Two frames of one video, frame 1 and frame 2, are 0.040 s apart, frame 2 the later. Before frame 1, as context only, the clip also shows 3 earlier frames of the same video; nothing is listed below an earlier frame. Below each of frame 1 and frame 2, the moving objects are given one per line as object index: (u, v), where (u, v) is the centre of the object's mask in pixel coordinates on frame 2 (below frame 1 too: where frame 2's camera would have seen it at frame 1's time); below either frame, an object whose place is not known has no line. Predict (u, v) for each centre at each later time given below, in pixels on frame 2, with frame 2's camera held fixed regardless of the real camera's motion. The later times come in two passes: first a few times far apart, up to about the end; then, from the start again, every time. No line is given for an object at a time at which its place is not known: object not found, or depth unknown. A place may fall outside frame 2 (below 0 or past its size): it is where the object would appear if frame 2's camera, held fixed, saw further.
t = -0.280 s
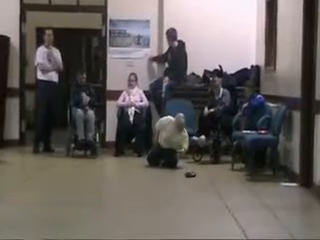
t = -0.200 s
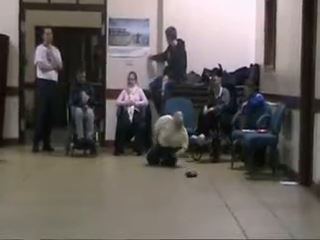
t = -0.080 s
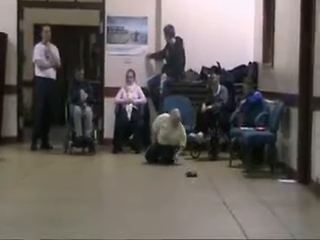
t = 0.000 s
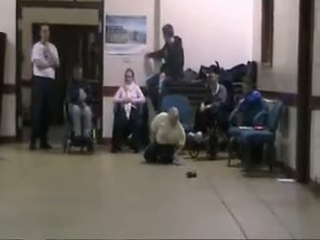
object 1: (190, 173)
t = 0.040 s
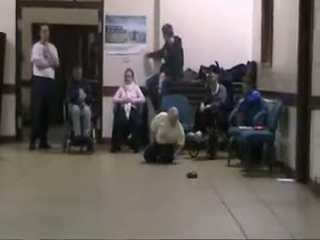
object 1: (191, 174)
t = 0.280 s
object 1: (195, 178)
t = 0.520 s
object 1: (199, 182)
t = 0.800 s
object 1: (204, 186)
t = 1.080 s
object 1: (210, 191)
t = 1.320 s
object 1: (214, 195)
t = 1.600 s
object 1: (219, 200)
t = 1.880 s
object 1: (224, 205)
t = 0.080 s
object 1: (192, 174)
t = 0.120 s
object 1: (192, 175)
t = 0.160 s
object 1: (193, 176)
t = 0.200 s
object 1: (194, 177)
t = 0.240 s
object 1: (194, 177)
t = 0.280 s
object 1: (195, 178)
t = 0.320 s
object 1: (196, 179)
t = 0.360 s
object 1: (197, 179)
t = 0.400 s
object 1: (197, 180)
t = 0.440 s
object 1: (198, 180)
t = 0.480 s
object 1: (199, 181)
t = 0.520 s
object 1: (199, 182)
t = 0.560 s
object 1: (200, 183)
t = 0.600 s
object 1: (201, 183)
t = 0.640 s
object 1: (202, 184)
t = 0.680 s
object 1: (203, 184)
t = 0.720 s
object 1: (203, 185)
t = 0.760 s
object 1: (204, 186)
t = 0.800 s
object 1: (204, 186)
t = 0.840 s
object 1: (205, 187)
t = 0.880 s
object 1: (206, 188)
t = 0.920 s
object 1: (207, 188)
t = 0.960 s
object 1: (208, 189)
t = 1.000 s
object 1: (209, 190)
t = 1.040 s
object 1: (209, 190)
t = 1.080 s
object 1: (210, 191)
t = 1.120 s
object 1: (211, 192)
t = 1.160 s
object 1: (212, 192)
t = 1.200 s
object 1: (212, 193)
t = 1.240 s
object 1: (213, 193)
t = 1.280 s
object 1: (213, 194)
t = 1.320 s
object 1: (214, 195)
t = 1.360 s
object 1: (215, 196)
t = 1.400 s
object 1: (215, 196)
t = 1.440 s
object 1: (216, 197)
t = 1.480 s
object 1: (217, 198)
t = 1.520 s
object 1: (218, 199)
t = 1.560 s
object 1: (218, 199)
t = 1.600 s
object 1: (219, 200)
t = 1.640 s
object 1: (220, 200)
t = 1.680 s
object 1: (220, 201)
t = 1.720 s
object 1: (221, 202)
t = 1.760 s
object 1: (221, 203)
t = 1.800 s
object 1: (223, 203)
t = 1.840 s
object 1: (223, 204)
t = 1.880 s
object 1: (224, 205)
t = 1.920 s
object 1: (224, 205)
